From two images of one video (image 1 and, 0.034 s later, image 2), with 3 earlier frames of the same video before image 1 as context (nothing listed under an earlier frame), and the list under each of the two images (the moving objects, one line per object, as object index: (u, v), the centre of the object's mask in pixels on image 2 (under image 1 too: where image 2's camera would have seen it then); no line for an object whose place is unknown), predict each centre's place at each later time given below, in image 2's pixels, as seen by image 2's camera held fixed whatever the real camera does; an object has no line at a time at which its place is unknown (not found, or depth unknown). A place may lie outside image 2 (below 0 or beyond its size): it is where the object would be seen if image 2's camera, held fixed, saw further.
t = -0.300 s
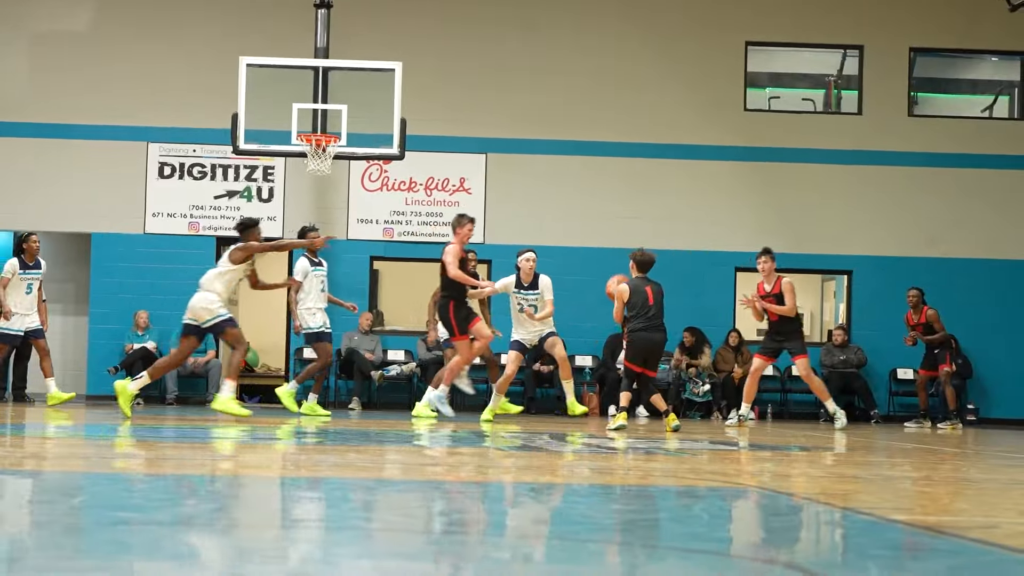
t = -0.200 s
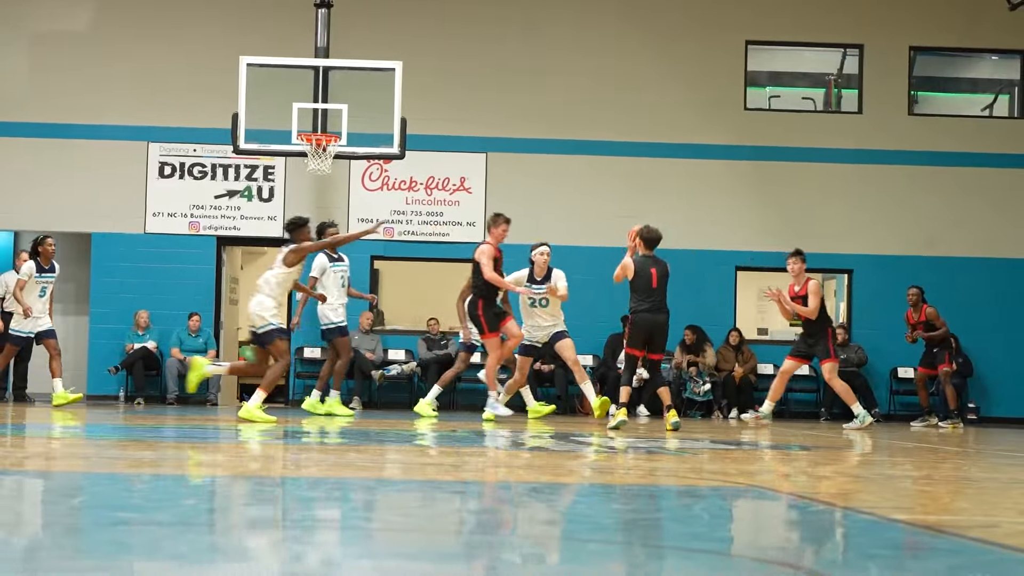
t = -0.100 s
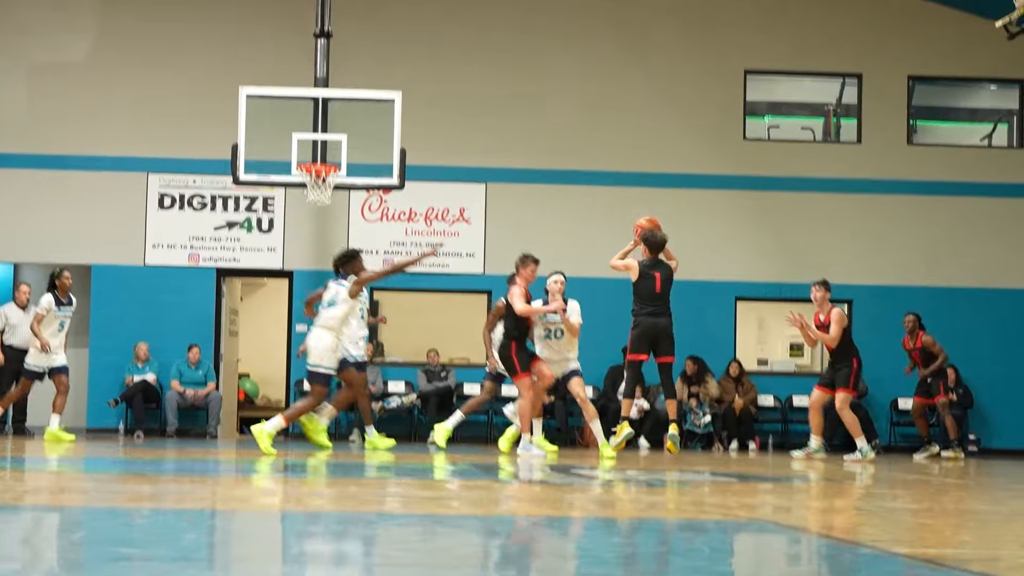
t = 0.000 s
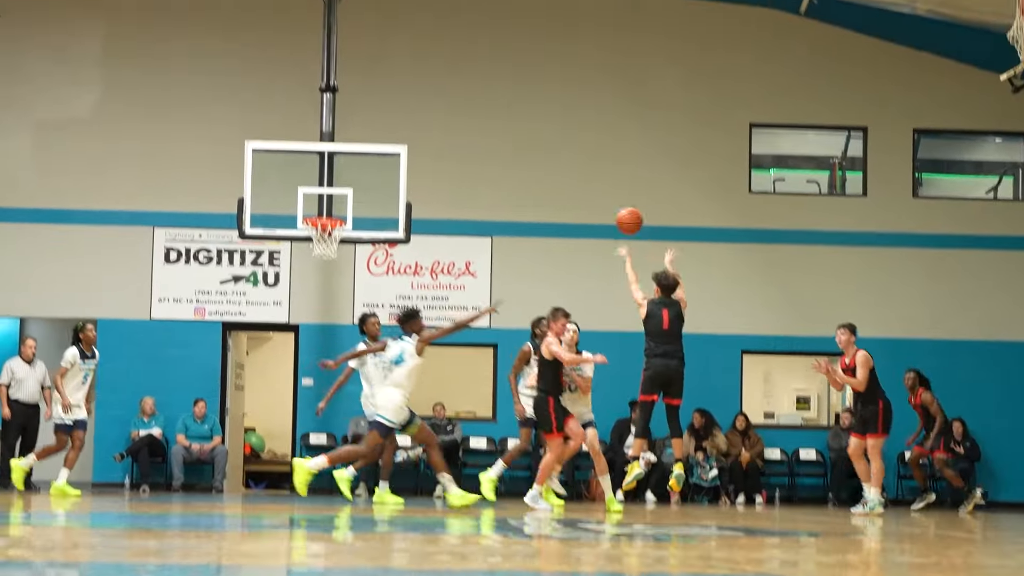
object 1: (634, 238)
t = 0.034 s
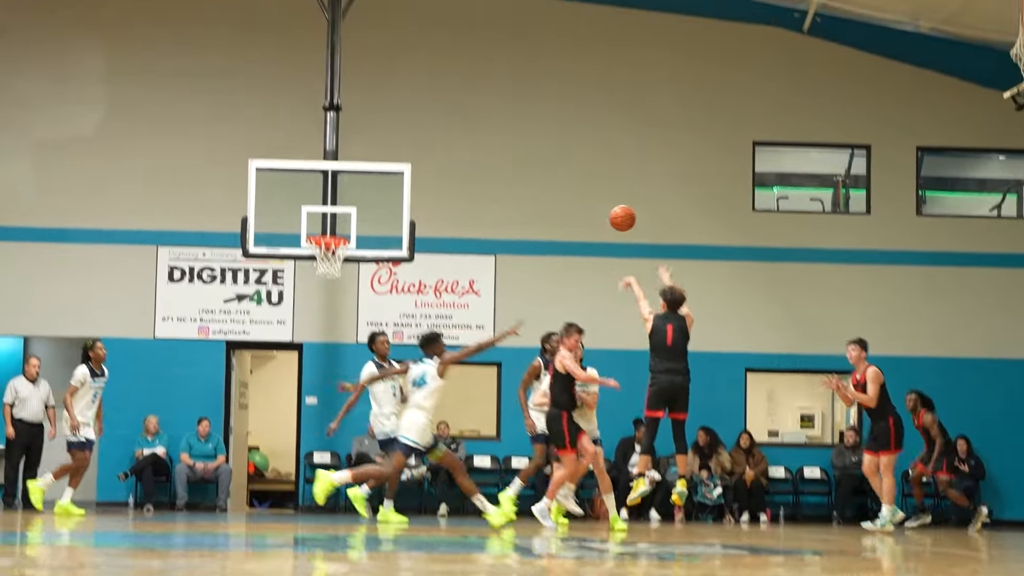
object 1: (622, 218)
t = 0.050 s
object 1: (617, 208)
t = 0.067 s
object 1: (611, 199)
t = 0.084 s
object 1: (606, 189)
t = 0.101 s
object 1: (601, 180)
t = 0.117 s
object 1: (596, 171)
